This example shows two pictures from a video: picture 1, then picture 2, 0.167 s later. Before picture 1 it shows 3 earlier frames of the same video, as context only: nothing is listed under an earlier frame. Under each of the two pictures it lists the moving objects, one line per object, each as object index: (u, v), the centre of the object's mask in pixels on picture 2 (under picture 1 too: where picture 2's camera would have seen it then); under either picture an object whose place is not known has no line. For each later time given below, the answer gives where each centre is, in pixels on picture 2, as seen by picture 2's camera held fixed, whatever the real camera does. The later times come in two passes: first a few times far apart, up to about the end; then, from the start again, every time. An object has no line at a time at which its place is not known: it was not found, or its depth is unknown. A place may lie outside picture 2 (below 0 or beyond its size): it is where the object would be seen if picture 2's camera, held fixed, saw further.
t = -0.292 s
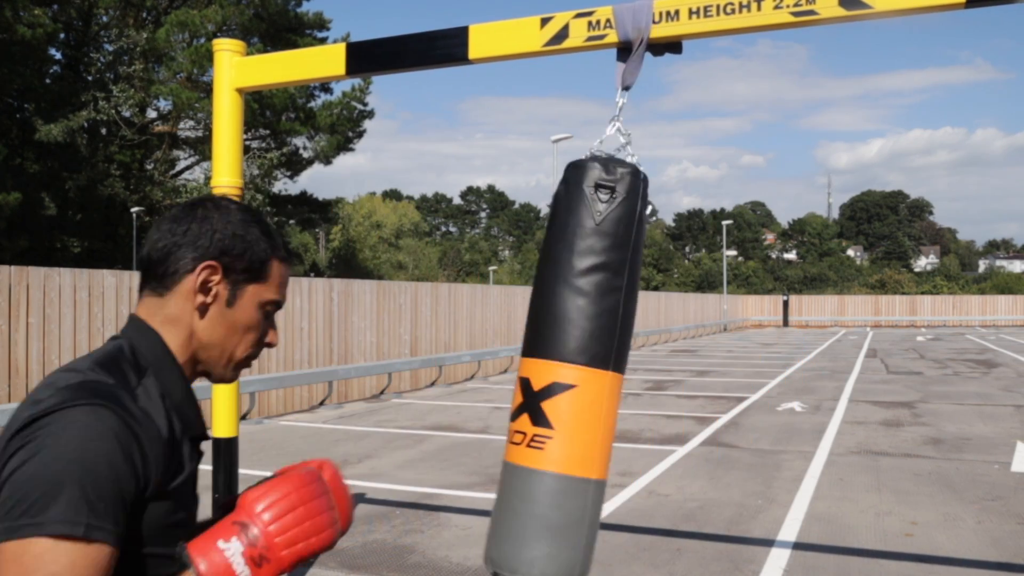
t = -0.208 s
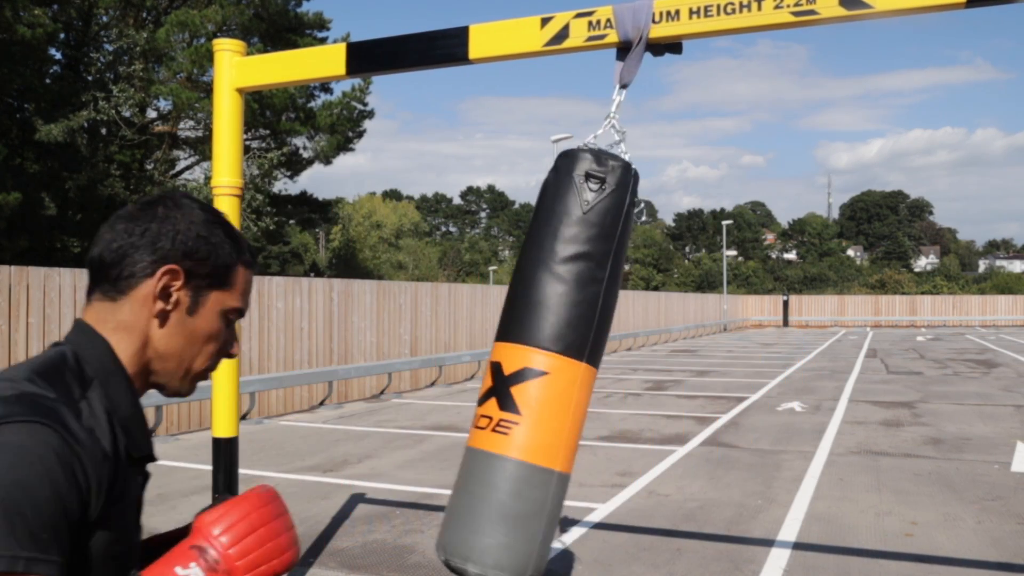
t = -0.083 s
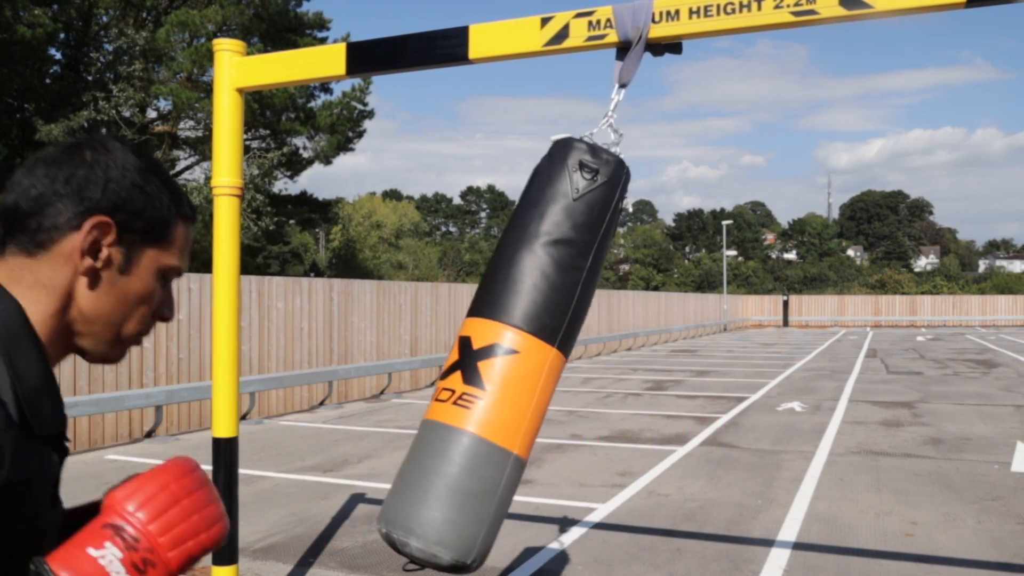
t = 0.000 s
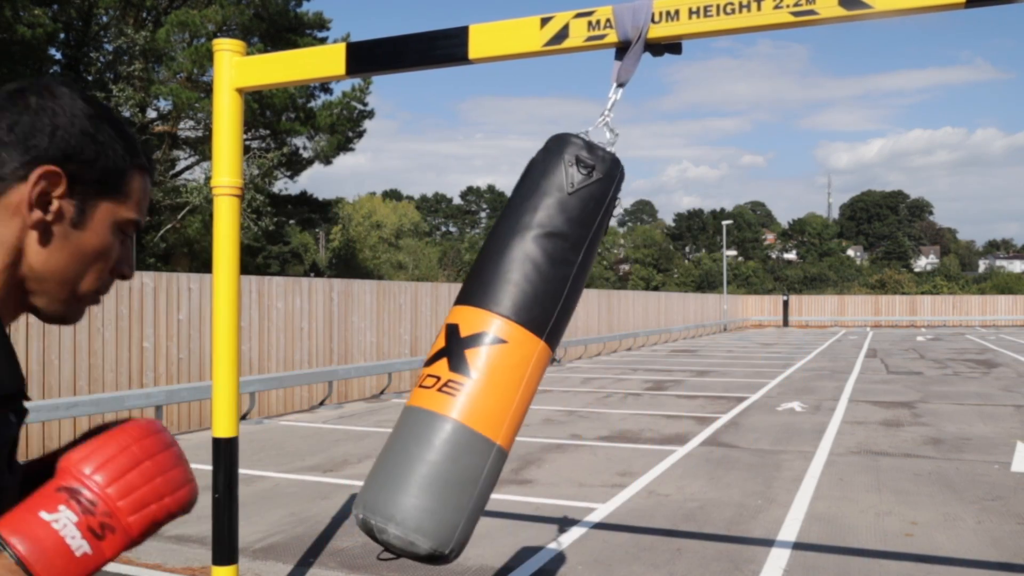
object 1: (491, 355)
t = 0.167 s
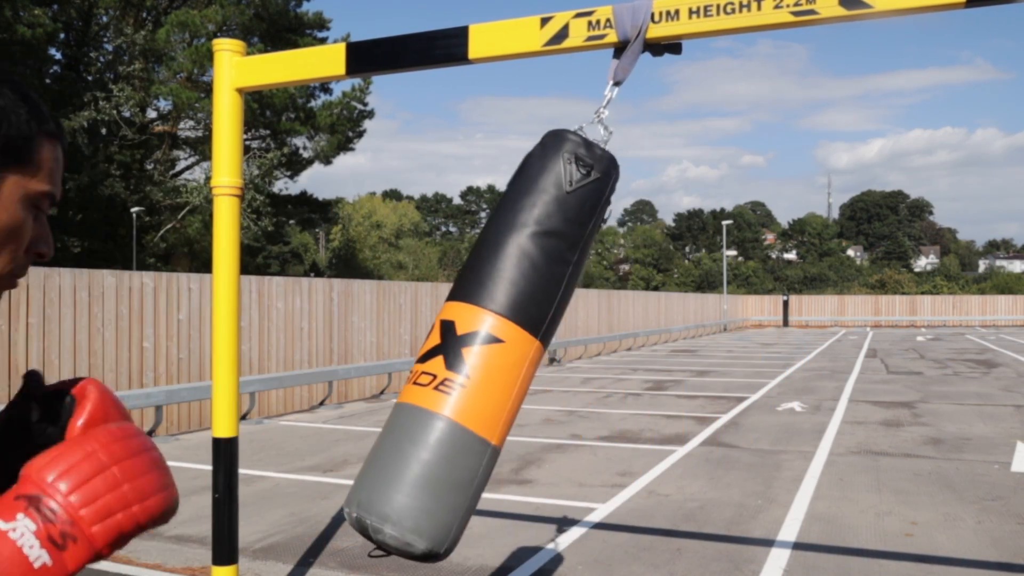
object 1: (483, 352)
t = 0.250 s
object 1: (492, 356)
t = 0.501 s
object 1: (559, 374)
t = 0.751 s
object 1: (649, 373)
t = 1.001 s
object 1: (714, 342)
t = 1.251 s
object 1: (740, 321)
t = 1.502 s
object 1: (729, 336)
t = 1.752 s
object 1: (676, 369)
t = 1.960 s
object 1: (605, 374)
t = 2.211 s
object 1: (523, 365)
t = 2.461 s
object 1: (491, 353)
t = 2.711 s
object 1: (527, 366)
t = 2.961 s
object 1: (607, 375)
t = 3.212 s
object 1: (686, 357)
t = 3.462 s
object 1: (734, 331)
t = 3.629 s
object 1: (745, 329)
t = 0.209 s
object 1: (487, 354)
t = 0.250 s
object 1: (492, 356)
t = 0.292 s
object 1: (500, 360)
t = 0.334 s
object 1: (509, 363)
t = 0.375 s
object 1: (520, 367)
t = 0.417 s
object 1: (532, 369)
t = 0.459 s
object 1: (545, 371)
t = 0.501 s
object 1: (559, 374)
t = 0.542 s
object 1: (574, 374)
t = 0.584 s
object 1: (589, 375)
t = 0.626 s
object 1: (604, 375)
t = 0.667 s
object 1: (619, 376)
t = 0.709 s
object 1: (634, 375)
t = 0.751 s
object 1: (649, 373)
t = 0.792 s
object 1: (662, 369)
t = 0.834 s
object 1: (675, 364)
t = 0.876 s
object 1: (686, 359)
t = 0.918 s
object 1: (696, 352)
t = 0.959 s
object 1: (705, 346)
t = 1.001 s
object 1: (714, 342)
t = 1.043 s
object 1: (721, 335)
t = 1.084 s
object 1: (726, 330)
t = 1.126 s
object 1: (732, 327)
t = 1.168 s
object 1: (735, 324)
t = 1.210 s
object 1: (738, 321)
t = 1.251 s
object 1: (740, 321)
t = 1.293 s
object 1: (741, 320)
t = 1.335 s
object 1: (740, 322)
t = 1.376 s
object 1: (739, 324)
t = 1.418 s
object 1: (736, 327)
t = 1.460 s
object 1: (733, 331)
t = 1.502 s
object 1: (729, 336)
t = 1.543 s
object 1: (722, 341)
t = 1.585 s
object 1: (716, 347)
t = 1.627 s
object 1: (707, 352)
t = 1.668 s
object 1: (698, 358)
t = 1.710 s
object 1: (687, 364)
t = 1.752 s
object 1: (676, 369)
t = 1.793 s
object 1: (663, 373)
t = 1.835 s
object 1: (650, 374)
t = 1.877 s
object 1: (635, 375)
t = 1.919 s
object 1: (620, 376)
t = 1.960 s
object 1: (605, 374)
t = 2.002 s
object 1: (590, 374)
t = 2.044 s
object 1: (575, 372)
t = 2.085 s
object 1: (560, 371)
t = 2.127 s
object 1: (547, 369)
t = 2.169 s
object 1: (534, 367)
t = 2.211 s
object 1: (523, 365)
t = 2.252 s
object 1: (513, 362)
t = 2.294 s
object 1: (505, 359)
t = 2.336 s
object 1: (499, 357)
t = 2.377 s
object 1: (495, 354)
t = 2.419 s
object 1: (492, 354)
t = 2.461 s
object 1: (491, 353)
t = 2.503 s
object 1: (493, 354)
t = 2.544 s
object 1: (496, 356)
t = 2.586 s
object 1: (501, 358)
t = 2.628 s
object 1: (508, 360)
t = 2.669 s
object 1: (516, 364)
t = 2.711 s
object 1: (527, 366)
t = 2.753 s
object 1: (538, 369)
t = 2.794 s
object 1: (550, 371)
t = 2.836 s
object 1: (564, 372)
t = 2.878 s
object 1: (578, 373)
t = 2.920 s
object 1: (592, 374)
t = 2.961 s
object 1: (607, 375)
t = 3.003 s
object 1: (621, 374)
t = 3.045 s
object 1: (635, 372)
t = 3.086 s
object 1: (650, 370)
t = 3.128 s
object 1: (662, 366)
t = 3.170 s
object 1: (675, 361)
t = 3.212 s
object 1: (686, 357)
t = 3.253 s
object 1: (697, 352)
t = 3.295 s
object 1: (706, 347)
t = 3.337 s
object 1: (715, 342)
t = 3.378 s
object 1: (723, 338)
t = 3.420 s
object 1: (729, 334)
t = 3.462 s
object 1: (734, 331)
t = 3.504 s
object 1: (739, 330)
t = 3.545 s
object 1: (742, 328)
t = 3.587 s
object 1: (744, 328)
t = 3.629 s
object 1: (745, 329)
